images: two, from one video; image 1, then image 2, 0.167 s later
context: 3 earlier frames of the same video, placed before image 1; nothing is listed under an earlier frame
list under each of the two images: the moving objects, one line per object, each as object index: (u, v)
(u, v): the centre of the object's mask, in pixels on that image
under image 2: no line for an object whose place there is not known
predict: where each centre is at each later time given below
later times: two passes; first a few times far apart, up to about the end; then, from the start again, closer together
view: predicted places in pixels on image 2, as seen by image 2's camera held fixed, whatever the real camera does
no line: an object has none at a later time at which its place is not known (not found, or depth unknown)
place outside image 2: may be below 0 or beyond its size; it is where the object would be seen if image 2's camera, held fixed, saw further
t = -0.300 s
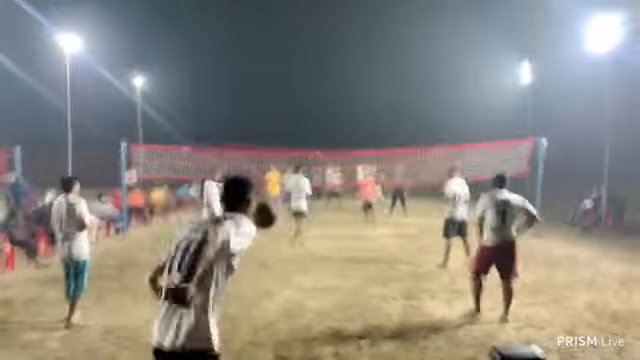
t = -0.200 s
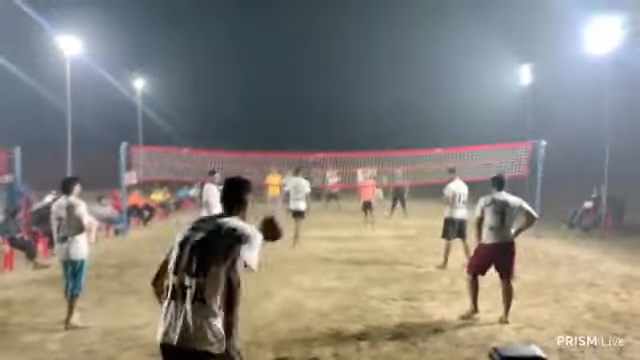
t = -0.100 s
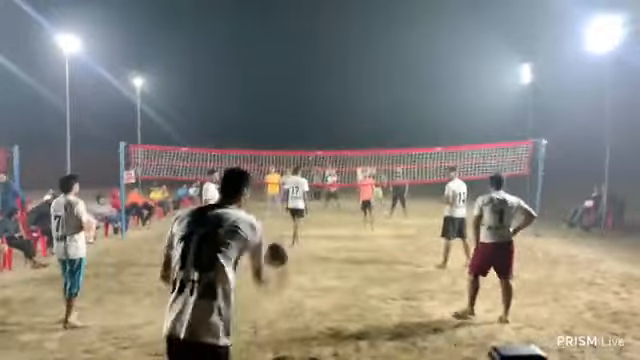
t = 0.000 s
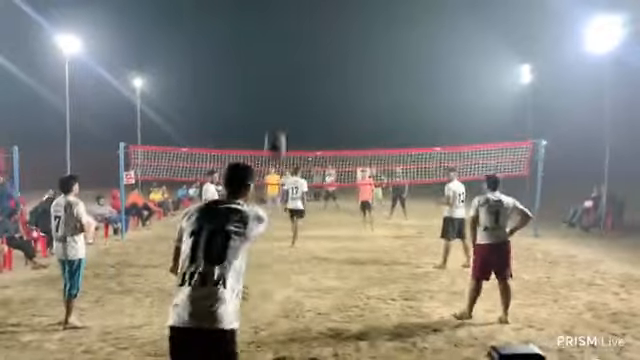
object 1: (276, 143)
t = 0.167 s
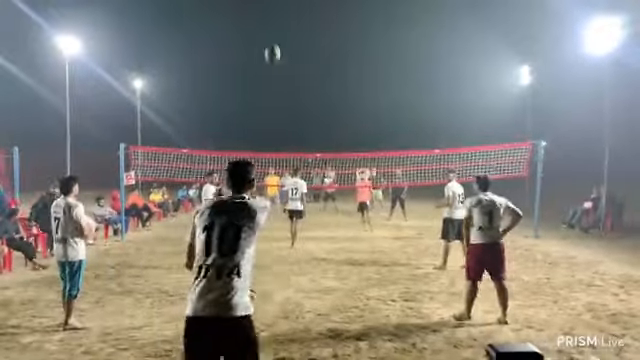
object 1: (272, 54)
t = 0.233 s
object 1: (272, 36)
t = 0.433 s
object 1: (270, 18)
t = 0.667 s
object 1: (268, 30)
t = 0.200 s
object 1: (272, 45)
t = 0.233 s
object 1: (272, 36)
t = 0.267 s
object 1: (271, 30)
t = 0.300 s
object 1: (271, 26)
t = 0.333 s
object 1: (271, 22)
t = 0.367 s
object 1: (270, 20)
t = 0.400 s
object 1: (270, 19)
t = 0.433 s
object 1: (270, 18)
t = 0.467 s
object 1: (269, 18)
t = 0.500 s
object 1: (270, 20)
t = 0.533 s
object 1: (269, 20)
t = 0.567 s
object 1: (269, 22)
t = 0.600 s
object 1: (268, 24)
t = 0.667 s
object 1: (268, 30)
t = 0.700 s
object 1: (268, 33)
